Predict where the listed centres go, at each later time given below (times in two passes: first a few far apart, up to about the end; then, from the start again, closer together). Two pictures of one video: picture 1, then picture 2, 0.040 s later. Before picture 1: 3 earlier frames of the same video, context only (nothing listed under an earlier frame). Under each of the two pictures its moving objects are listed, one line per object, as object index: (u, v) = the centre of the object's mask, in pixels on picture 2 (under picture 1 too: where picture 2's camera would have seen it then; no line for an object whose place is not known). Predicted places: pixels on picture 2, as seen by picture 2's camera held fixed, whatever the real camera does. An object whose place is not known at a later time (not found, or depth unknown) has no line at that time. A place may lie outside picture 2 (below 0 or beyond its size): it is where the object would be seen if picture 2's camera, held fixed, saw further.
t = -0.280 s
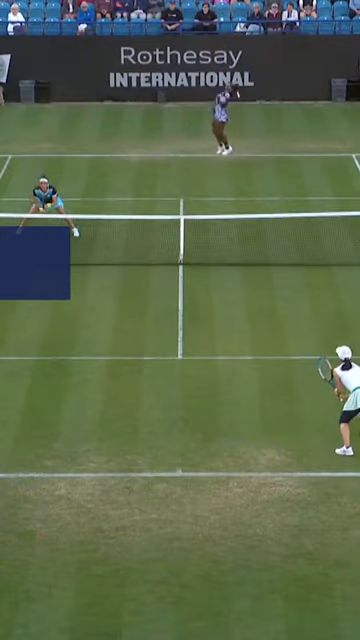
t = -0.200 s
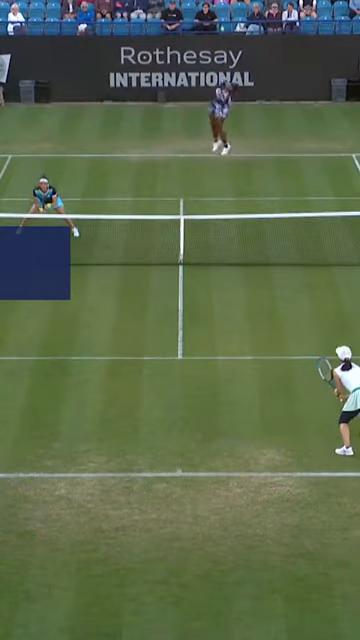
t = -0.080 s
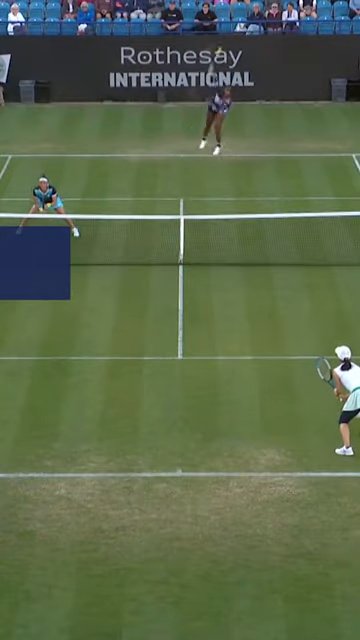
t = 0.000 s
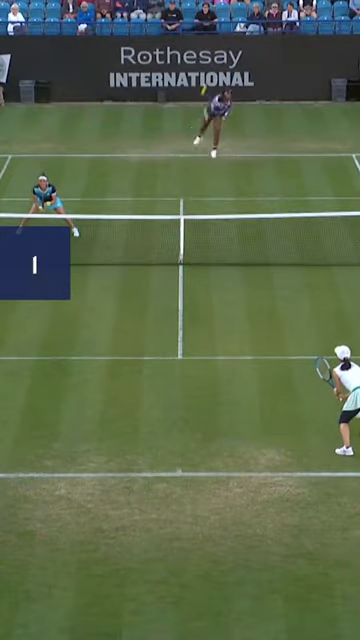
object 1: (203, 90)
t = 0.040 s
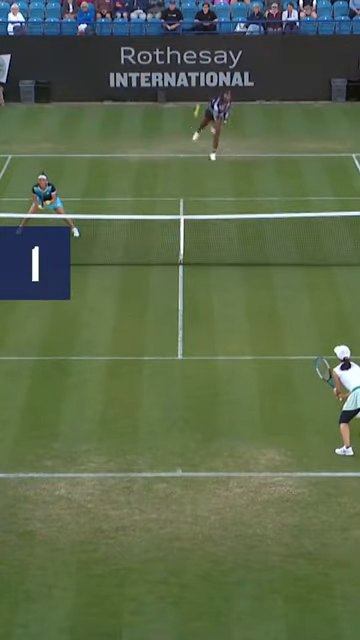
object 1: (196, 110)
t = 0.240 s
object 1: (170, 245)
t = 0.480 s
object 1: (156, 350)
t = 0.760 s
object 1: (163, 431)
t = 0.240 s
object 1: (170, 245)
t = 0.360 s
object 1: (160, 344)
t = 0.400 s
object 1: (158, 344)
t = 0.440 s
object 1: (157, 346)
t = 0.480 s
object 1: (156, 350)
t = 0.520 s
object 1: (155, 355)
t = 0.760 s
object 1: (163, 431)
